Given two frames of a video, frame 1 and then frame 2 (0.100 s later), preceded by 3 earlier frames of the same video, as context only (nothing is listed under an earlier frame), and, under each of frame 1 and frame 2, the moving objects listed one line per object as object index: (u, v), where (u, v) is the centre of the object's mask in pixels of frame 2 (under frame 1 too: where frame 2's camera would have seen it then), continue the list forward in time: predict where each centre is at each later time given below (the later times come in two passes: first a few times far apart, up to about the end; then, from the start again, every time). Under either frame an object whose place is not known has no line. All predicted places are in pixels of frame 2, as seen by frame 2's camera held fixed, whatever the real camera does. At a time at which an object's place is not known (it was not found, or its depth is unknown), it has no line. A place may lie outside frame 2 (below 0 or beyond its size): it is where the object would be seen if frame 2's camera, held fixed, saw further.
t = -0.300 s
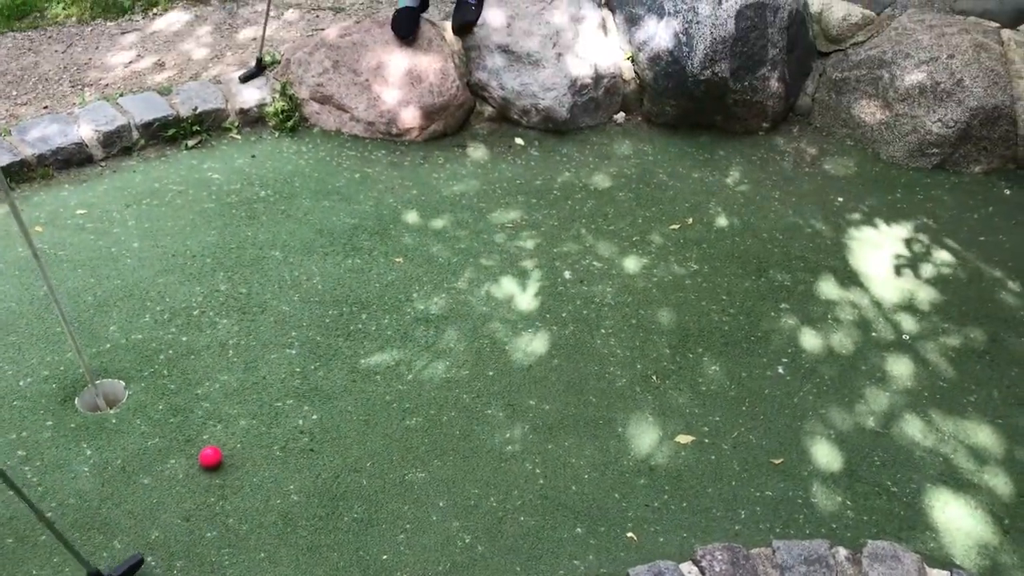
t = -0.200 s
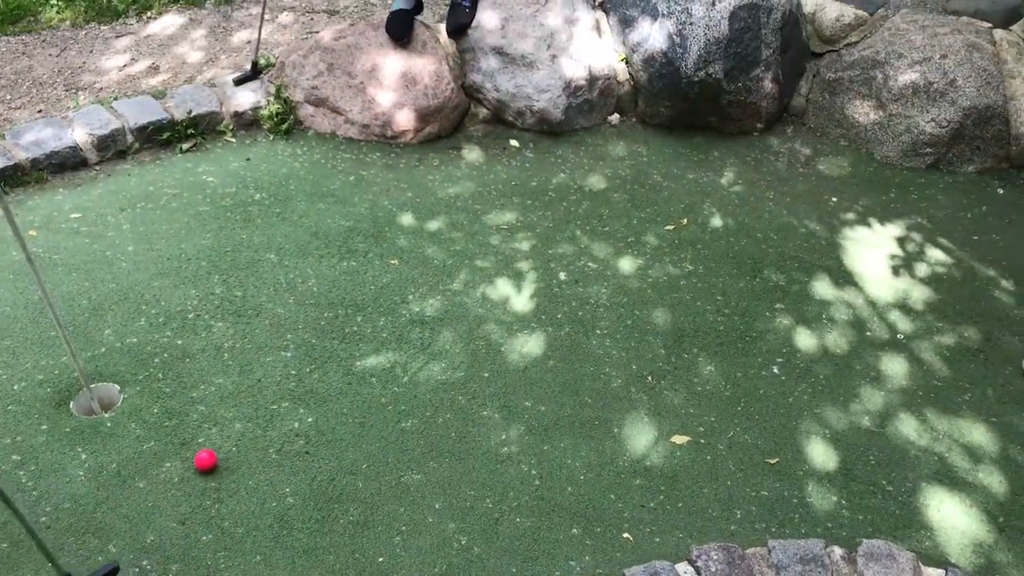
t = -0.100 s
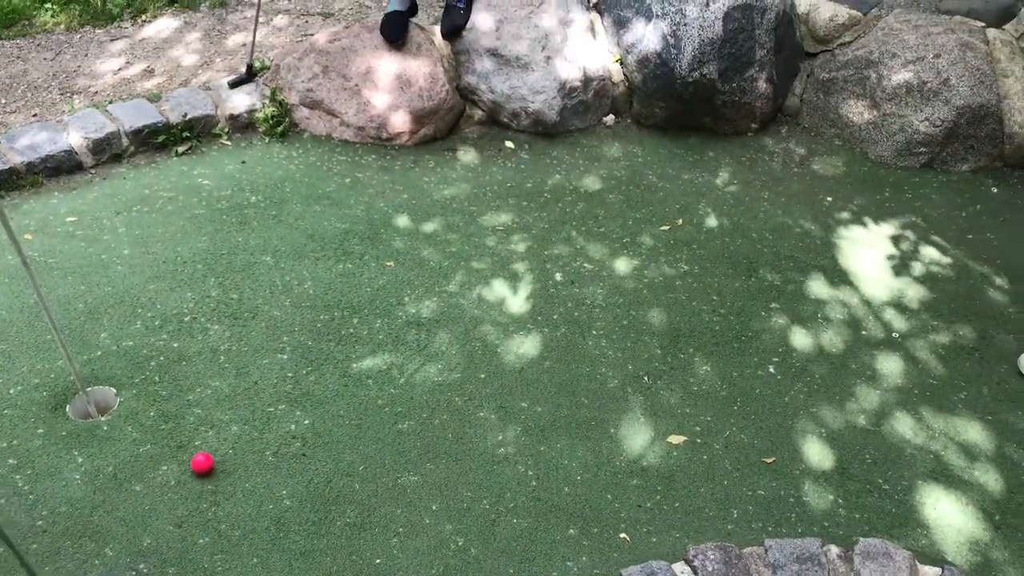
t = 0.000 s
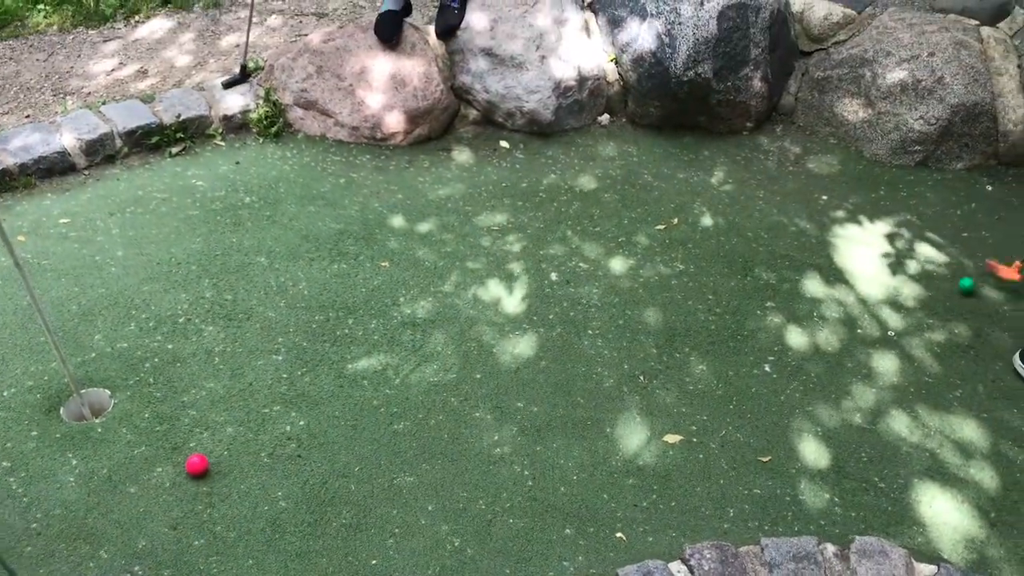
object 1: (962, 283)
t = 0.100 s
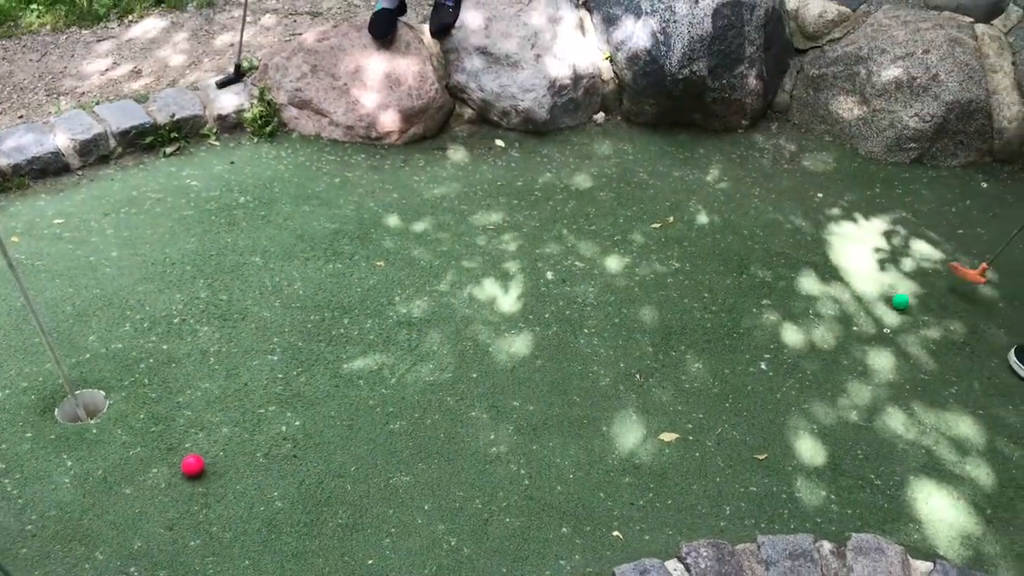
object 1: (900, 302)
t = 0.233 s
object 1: (820, 326)
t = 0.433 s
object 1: (692, 366)
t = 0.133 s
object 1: (880, 308)
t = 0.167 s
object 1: (859, 316)
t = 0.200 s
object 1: (839, 321)
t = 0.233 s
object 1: (820, 326)
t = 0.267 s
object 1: (798, 333)
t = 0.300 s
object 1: (777, 341)
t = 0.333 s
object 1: (756, 346)
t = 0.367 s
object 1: (735, 353)
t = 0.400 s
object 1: (713, 358)
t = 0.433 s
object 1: (692, 366)
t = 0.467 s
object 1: (669, 372)
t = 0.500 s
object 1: (646, 380)
